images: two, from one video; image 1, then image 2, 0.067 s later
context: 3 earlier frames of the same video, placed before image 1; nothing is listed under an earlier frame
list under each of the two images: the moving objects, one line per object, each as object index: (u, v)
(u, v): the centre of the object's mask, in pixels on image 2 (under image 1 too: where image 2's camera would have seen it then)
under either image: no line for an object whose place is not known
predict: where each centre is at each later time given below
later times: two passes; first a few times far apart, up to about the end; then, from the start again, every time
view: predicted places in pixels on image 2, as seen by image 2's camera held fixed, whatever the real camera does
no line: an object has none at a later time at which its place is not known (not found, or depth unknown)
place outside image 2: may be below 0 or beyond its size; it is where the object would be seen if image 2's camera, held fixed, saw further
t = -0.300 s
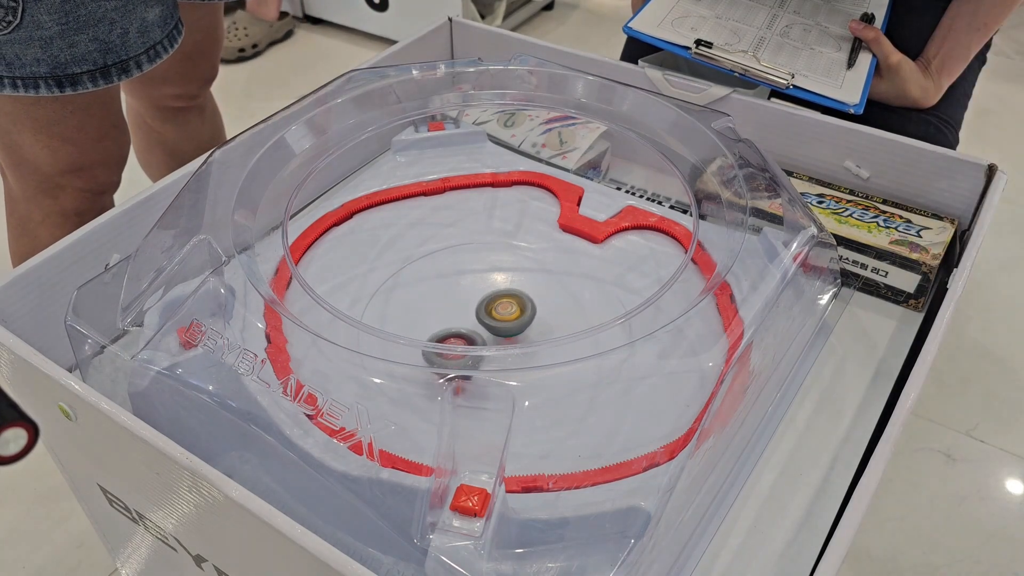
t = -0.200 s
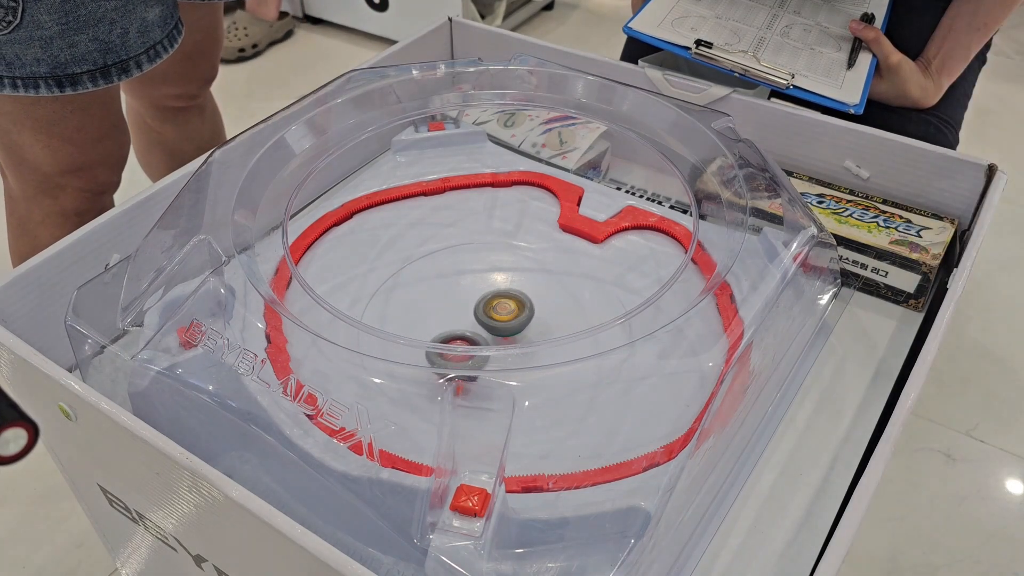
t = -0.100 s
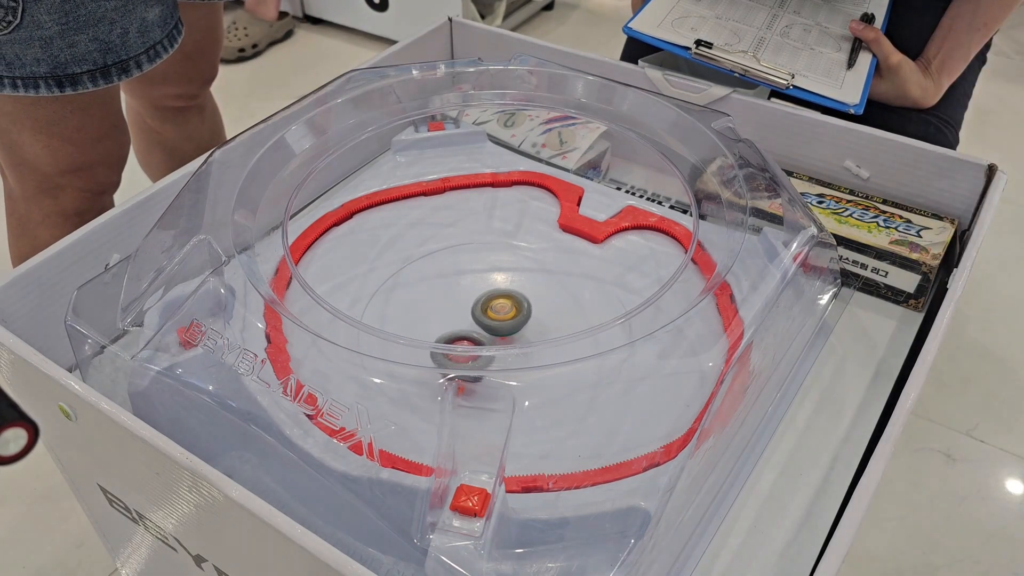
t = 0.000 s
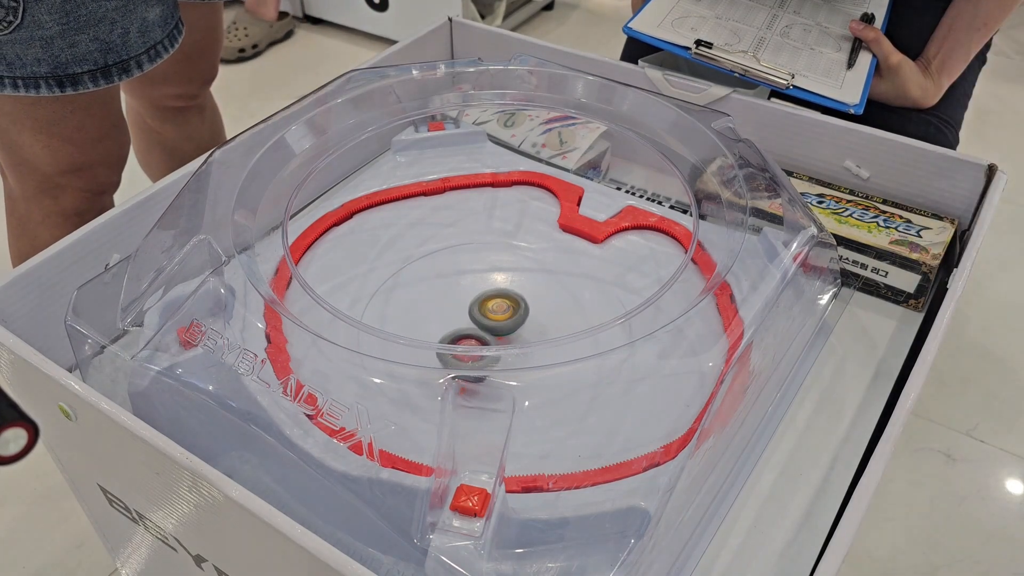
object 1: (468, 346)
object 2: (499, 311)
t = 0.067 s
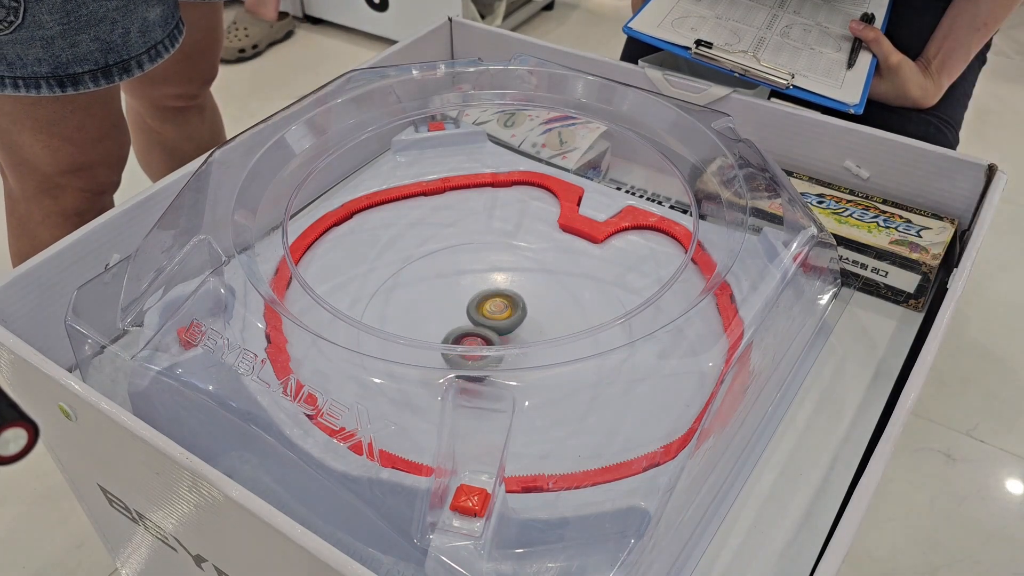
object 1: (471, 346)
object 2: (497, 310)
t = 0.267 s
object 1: (476, 355)
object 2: (505, 293)
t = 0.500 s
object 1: (494, 343)
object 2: (510, 284)
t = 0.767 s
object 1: (515, 336)
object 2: (512, 279)
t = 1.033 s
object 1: (519, 374)
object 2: (501, 262)
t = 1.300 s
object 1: (531, 372)
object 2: (479, 279)
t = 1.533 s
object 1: (531, 351)
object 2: (457, 296)
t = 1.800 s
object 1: (534, 319)
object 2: (436, 309)
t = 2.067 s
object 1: (543, 291)
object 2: (435, 316)
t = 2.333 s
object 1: (550, 274)
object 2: (458, 324)
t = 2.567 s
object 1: (547, 274)
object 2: (485, 329)
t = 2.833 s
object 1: (527, 287)
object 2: (510, 342)
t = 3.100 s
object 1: (493, 296)
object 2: (519, 341)
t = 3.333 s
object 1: (465, 297)
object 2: (520, 327)
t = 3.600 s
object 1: (447, 291)
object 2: (525, 311)
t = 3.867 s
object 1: (451, 289)
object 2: (531, 293)
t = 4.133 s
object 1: (469, 298)
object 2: (528, 289)
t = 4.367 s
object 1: (433, 315)
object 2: (547, 293)
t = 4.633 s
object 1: (433, 324)
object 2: (522, 301)
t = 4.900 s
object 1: (447, 328)
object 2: (489, 296)
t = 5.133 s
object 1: (469, 329)
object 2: (476, 282)
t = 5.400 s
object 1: (500, 329)
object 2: (481, 280)
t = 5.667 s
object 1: (525, 327)
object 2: (485, 300)
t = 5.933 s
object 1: (534, 325)
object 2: (472, 318)
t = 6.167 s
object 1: (531, 322)
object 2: (454, 322)
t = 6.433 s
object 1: (522, 312)
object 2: (456, 316)
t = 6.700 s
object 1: (572, 294)
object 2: (444, 305)
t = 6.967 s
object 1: (591, 287)
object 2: (453, 312)
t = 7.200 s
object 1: (580, 297)
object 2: (468, 323)
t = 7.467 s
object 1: (530, 303)
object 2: (477, 331)
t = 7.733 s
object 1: (469, 286)
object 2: (481, 337)
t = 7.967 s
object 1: (453, 271)
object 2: (493, 328)
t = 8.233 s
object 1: (464, 270)
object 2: (516, 324)
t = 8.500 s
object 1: (481, 289)
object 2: (531, 322)
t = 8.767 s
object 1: (453, 295)
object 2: (539, 327)
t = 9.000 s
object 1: (437, 303)
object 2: (532, 324)
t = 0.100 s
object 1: (474, 346)
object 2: (496, 309)
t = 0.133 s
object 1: (471, 346)
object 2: (499, 306)
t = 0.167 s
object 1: (470, 356)
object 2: (502, 301)
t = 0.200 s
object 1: (471, 356)
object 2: (504, 298)
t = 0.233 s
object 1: (474, 355)
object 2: (504, 296)
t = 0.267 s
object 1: (476, 355)
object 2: (505, 293)
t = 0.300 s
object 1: (478, 347)
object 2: (505, 291)
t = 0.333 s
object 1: (482, 346)
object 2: (506, 289)
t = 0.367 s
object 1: (484, 346)
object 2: (507, 288)
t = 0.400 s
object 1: (486, 347)
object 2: (508, 286)
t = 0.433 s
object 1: (489, 346)
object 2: (508, 285)
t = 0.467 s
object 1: (492, 345)
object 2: (509, 285)
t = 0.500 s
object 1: (494, 343)
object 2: (510, 284)
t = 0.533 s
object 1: (497, 342)
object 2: (510, 284)
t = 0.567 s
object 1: (500, 339)
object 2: (511, 284)
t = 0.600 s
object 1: (503, 336)
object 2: (511, 284)
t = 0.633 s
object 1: (506, 329)
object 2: (511, 285)
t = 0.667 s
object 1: (509, 328)
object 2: (511, 285)
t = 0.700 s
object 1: (512, 327)
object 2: (511, 286)
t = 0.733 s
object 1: (515, 326)
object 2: (510, 286)
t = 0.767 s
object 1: (515, 336)
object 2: (512, 279)
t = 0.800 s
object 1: (513, 346)
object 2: (512, 269)
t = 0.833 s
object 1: (510, 362)
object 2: (512, 262)
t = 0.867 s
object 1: (506, 374)
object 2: (512, 259)
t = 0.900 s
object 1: (507, 375)
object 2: (511, 259)
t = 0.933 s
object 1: (509, 375)
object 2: (508, 260)
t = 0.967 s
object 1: (512, 374)
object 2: (506, 260)
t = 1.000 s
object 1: (516, 374)
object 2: (504, 261)
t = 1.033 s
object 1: (519, 374)
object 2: (501, 262)
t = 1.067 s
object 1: (521, 374)
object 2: (499, 263)
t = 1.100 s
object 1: (524, 374)
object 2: (497, 264)
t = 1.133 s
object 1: (525, 374)
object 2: (494, 267)
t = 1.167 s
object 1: (527, 374)
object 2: (491, 269)
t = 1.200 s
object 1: (528, 374)
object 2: (488, 271)
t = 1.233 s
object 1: (530, 373)
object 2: (485, 274)
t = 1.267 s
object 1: (530, 372)
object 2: (482, 276)
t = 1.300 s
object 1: (531, 372)
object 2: (479, 279)
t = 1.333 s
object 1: (531, 372)
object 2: (476, 281)
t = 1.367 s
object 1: (531, 367)
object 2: (473, 284)
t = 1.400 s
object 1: (530, 365)
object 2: (470, 287)
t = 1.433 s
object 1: (531, 361)
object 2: (467, 289)
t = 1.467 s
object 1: (531, 357)
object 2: (463, 291)
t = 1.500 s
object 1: (531, 353)
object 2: (460, 294)
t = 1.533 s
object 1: (531, 351)
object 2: (457, 296)
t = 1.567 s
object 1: (530, 342)
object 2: (454, 298)
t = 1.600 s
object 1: (530, 342)
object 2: (451, 300)
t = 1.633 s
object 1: (530, 338)
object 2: (448, 302)
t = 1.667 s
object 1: (530, 334)
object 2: (445, 303)
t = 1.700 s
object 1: (530, 326)
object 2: (442, 305)
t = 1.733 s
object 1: (531, 324)
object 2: (440, 307)
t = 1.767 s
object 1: (533, 322)
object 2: (437, 308)
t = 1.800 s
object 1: (534, 319)
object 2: (436, 309)
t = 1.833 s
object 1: (535, 316)
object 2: (434, 310)
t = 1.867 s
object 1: (536, 312)
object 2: (433, 311)
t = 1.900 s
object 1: (537, 308)
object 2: (433, 312)
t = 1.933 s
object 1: (538, 304)
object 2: (432, 313)
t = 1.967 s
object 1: (539, 301)
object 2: (433, 314)
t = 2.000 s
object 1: (541, 297)
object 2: (433, 315)
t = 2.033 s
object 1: (542, 294)
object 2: (434, 315)
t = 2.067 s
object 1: (543, 291)
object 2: (435, 316)
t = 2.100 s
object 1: (544, 288)
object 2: (436, 317)
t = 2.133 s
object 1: (545, 286)
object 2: (438, 318)
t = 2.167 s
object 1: (546, 283)
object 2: (441, 319)
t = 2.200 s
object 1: (547, 281)
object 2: (444, 320)
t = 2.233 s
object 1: (548, 279)
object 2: (447, 321)
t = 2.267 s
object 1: (548, 277)
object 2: (450, 322)
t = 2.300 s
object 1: (549, 276)
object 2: (454, 323)
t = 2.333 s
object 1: (550, 274)
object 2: (458, 324)
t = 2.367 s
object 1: (550, 273)
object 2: (462, 325)
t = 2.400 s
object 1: (550, 273)
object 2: (466, 326)
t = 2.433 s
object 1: (550, 272)
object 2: (470, 326)
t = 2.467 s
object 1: (550, 272)
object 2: (474, 327)
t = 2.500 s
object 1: (550, 272)
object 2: (478, 328)
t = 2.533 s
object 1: (549, 273)
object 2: (481, 329)
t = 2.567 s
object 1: (547, 274)
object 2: (485, 329)
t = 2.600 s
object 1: (546, 275)
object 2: (489, 330)
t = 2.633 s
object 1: (544, 277)
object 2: (492, 331)
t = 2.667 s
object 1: (542, 278)
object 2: (496, 336)
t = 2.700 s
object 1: (539, 280)
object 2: (499, 338)
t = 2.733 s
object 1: (536, 282)
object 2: (502, 339)
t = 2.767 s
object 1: (533, 284)
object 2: (505, 340)
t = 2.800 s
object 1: (530, 286)
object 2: (507, 342)
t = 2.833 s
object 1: (527, 287)
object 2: (510, 342)
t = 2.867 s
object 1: (523, 289)
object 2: (512, 342)
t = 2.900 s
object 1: (519, 290)
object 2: (514, 343)
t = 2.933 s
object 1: (515, 292)
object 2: (515, 343)
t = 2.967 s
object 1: (511, 293)
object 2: (517, 343)
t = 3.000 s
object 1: (506, 294)
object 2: (517, 343)
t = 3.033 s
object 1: (502, 295)
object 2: (518, 343)
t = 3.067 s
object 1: (498, 296)
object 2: (519, 342)
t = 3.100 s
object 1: (493, 296)
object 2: (519, 341)
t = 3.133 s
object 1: (489, 297)
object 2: (519, 340)
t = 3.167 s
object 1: (484, 298)
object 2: (520, 338)
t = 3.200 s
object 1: (480, 298)
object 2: (520, 337)
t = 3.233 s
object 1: (476, 297)
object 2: (520, 335)
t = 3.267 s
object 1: (473, 297)
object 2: (519, 329)
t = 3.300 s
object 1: (469, 297)
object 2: (519, 328)
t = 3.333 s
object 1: (465, 297)
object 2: (520, 327)
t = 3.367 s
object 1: (462, 296)
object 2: (521, 325)
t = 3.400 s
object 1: (459, 295)
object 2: (521, 324)
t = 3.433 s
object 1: (457, 294)
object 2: (522, 323)
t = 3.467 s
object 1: (454, 294)
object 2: (523, 321)
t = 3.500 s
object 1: (451, 293)
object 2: (523, 319)
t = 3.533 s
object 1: (450, 293)
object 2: (524, 317)
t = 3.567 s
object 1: (448, 292)
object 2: (525, 314)
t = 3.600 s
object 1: (447, 291)
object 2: (525, 311)
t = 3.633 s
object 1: (446, 290)
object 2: (526, 308)
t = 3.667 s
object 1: (446, 290)
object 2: (527, 306)
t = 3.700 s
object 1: (446, 289)
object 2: (528, 303)
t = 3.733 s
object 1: (446, 289)
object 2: (529, 301)
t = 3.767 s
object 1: (447, 288)
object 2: (529, 299)
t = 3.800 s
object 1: (448, 288)
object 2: (530, 297)
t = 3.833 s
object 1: (449, 289)
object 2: (531, 295)
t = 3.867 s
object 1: (451, 289)
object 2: (531, 293)
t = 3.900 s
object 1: (453, 289)
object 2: (531, 292)
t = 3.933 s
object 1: (455, 290)
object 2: (532, 291)
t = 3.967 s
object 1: (457, 291)
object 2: (531, 290)
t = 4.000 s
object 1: (460, 292)
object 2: (531, 290)
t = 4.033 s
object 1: (462, 293)
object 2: (530, 289)
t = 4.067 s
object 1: (464, 295)
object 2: (529, 289)
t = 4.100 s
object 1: (467, 296)
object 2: (529, 289)
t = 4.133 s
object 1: (469, 298)
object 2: (528, 289)
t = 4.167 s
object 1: (454, 300)
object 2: (540, 289)
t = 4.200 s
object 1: (443, 303)
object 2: (547, 289)
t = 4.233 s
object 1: (437, 306)
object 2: (549, 290)
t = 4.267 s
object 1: (435, 308)
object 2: (548, 291)
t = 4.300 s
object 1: (435, 310)
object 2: (548, 291)
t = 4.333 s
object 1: (434, 313)
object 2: (548, 292)
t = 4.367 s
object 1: (433, 315)
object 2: (547, 293)
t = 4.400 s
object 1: (432, 317)
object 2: (545, 294)
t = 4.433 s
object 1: (432, 318)
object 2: (543, 295)
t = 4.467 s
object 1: (432, 319)
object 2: (540, 297)
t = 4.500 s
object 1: (432, 321)
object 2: (537, 298)
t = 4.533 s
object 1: (432, 321)
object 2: (534, 299)
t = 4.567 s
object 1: (432, 322)
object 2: (530, 300)
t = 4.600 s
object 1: (433, 323)
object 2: (526, 301)
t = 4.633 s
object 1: (433, 324)
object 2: (522, 301)
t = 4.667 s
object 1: (434, 324)
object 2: (517, 301)
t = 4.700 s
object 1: (435, 325)
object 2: (513, 301)
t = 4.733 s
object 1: (437, 325)
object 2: (509, 302)
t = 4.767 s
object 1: (438, 326)
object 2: (504, 301)
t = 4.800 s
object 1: (440, 326)
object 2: (500, 299)
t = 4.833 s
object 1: (442, 327)
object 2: (496, 299)
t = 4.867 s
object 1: (444, 327)
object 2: (492, 298)
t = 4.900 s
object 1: (447, 328)
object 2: (489, 296)
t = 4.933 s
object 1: (449, 328)
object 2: (486, 294)
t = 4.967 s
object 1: (454, 328)
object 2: (482, 291)
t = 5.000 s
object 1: (455, 328)
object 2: (481, 290)
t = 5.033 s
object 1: (458, 329)
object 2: (479, 288)
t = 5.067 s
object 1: (464, 329)
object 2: (477, 285)
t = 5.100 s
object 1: (465, 329)
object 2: (477, 284)
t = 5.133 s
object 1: (469, 329)
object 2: (476, 282)
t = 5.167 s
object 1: (475, 330)
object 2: (476, 280)
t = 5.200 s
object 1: (477, 330)
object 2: (476, 279)
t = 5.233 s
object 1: (480, 330)
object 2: (476, 279)
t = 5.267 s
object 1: (486, 330)
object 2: (477, 278)
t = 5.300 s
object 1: (488, 329)
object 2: (478, 278)
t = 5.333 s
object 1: (492, 330)
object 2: (479, 278)
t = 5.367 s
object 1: (498, 329)
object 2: (480, 279)
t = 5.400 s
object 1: (500, 329)
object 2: (481, 280)
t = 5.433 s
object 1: (503, 329)
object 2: (482, 281)
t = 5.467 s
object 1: (509, 329)
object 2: (484, 284)
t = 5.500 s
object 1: (510, 328)
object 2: (484, 285)
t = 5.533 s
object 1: (513, 328)
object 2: (485, 287)
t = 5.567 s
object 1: (518, 328)
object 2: (486, 291)
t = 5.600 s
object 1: (519, 328)
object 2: (486, 293)
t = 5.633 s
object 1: (521, 327)
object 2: (486, 296)
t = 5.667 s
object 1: (525, 327)
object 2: (485, 300)
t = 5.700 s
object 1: (526, 327)
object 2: (485, 301)
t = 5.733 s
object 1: (528, 327)
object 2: (484, 304)
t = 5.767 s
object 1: (530, 326)
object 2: (482, 308)
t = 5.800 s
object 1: (531, 326)
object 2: (480, 311)
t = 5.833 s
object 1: (531, 326)
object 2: (479, 312)
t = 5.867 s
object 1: (533, 326)
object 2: (476, 316)
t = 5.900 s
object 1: (534, 325)
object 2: (474, 317)
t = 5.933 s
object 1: (534, 325)
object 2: (472, 318)
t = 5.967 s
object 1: (534, 325)
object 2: (468, 320)
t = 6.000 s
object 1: (534, 325)
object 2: (466, 321)
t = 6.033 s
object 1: (534, 324)
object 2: (464, 322)
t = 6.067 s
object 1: (534, 324)
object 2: (460, 322)
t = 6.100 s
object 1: (533, 323)
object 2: (458, 322)
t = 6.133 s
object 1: (532, 323)
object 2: (457, 322)
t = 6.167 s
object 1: (531, 322)
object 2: (454, 322)
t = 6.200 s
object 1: (530, 321)
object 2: (453, 321)
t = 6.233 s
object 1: (530, 321)
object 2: (452, 321)
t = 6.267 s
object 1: (528, 319)
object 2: (452, 320)
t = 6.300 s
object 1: (527, 317)
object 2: (452, 319)
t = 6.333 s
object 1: (526, 317)
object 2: (452, 319)
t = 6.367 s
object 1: (524, 315)
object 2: (454, 318)
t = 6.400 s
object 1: (523, 313)
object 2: (455, 317)
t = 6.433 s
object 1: (522, 312)
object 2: (456, 316)
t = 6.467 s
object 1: (520, 309)
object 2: (460, 315)
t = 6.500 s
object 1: (523, 307)
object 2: (460, 314)
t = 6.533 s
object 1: (523, 306)
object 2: (462, 313)
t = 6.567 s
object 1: (525, 303)
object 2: (463, 313)
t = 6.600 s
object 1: (529, 301)
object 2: (463, 312)
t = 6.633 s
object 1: (547, 299)
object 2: (452, 309)
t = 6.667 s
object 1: (562, 296)
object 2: (445, 307)
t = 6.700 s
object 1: (572, 294)
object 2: (444, 305)
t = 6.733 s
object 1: (577, 293)
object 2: (445, 306)
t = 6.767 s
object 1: (581, 291)
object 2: (446, 307)
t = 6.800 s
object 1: (583, 289)
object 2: (446, 307)
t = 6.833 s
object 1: (585, 288)
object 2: (447, 308)
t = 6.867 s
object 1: (587, 288)
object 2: (449, 308)
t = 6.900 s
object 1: (588, 287)
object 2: (450, 310)
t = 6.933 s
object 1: (590, 287)
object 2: (451, 311)
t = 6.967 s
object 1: (591, 287)
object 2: (453, 312)
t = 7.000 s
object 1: (591, 288)
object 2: (456, 314)
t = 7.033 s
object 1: (591, 289)
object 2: (457, 315)
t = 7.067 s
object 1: (590, 291)
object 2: (460, 316)
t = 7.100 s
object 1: (589, 292)
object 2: (462, 318)
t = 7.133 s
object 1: (587, 294)
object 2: (464, 320)
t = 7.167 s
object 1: (584, 296)
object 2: (466, 322)
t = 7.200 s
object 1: (580, 297)
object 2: (468, 323)
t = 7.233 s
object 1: (576, 299)
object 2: (469, 324)
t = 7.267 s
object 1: (571, 300)
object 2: (471, 325)
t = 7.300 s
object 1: (566, 301)
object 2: (472, 327)
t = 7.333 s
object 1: (560, 302)
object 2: (474, 328)
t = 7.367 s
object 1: (553, 303)
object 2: (475, 329)
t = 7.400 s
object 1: (546, 303)
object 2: (475, 330)
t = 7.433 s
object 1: (538, 304)
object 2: (476, 331)
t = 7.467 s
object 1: (530, 303)
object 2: (477, 331)
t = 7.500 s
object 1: (521, 303)
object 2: (477, 332)
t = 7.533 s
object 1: (513, 301)
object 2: (478, 333)
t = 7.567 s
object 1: (504, 300)
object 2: (478, 333)
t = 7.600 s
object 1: (496, 298)
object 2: (478, 338)
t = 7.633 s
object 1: (488, 295)
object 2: (479, 338)
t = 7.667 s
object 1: (481, 292)
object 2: (479, 339)
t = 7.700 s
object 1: (474, 289)
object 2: (480, 338)
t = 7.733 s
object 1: (469, 286)
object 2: (481, 337)
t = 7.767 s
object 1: (463, 283)
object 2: (482, 333)
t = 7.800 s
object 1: (459, 280)
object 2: (483, 332)
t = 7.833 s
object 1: (457, 278)
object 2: (485, 331)
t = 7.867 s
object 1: (455, 275)
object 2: (486, 330)
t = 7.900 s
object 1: (454, 273)
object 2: (489, 330)
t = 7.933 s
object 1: (453, 272)
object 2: (491, 329)
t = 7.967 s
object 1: (453, 271)
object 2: (493, 328)
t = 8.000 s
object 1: (453, 270)
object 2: (496, 328)
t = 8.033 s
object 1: (454, 269)
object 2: (498, 327)
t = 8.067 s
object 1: (454, 268)
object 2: (501, 326)
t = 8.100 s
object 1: (456, 268)
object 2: (505, 326)
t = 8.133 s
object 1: (457, 268)
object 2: (507, 325)
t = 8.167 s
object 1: (459, 268)
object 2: (510, 325)
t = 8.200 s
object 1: (461, 269)
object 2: (513, 324)
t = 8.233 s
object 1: (464, 270)
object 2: (516, 324)
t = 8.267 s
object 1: (466, 271)
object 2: (519, 324)
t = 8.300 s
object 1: (468, 272)
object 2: (522, 323)
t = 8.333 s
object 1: (471, 274)
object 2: (524, 323)
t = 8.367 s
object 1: (473, 276)
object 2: (526, 323)
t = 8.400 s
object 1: (475, 279)
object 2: (528, 323)
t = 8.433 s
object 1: (477, 282)
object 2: (529, 322)
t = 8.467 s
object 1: (479, 285)
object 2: (530, 322)
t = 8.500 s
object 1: (481, 289)
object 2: (531, 322)
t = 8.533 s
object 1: (483, 293)
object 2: (531, 322)
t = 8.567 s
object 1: (484, 297)
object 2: (532, 322)
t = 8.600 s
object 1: (481, 298)
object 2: (535, 324)
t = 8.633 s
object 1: (471, 295)
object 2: (540, 325)
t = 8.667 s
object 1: (463, 293)
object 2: (542, 331)
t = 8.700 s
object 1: (458, 292)
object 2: (540, 332)
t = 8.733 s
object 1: (455, 293)
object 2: (539, 327)
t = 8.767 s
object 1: (453, 295)
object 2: (539, 327)
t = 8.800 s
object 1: (450, 297)
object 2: (539, 327)
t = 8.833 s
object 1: (447, 298)
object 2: (537, 327)
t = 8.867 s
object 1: (445, 299)
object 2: (536, 327)
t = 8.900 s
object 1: (442, 300)
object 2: (535, 326)
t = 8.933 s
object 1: (440, 301)
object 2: (534, 326)
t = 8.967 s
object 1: (438, 302)
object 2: (533, 325)
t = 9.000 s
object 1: (437, 303)
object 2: (532, 324)
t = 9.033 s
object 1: (436, 303)
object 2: (531, 322)
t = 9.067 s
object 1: (434, 304)
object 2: (531, 321)
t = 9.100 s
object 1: (433, 304)
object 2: (531, 319)
